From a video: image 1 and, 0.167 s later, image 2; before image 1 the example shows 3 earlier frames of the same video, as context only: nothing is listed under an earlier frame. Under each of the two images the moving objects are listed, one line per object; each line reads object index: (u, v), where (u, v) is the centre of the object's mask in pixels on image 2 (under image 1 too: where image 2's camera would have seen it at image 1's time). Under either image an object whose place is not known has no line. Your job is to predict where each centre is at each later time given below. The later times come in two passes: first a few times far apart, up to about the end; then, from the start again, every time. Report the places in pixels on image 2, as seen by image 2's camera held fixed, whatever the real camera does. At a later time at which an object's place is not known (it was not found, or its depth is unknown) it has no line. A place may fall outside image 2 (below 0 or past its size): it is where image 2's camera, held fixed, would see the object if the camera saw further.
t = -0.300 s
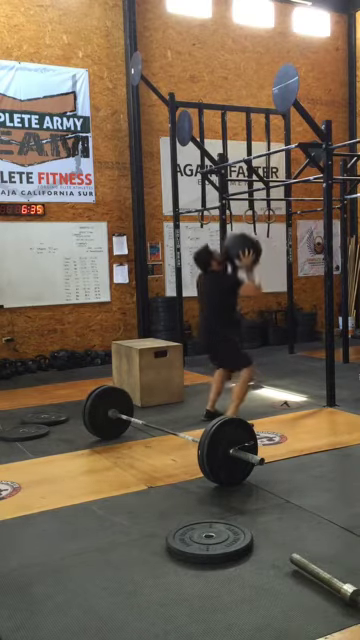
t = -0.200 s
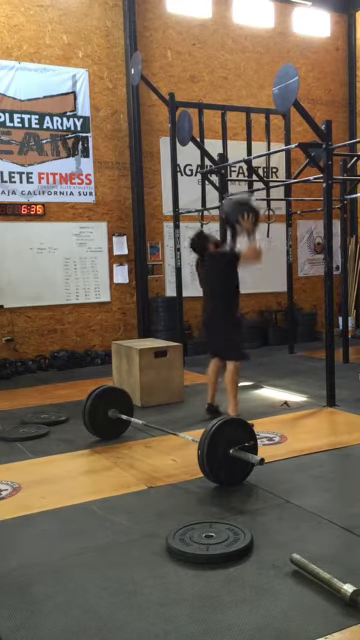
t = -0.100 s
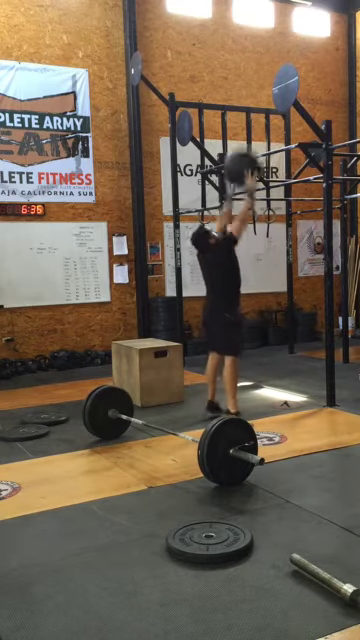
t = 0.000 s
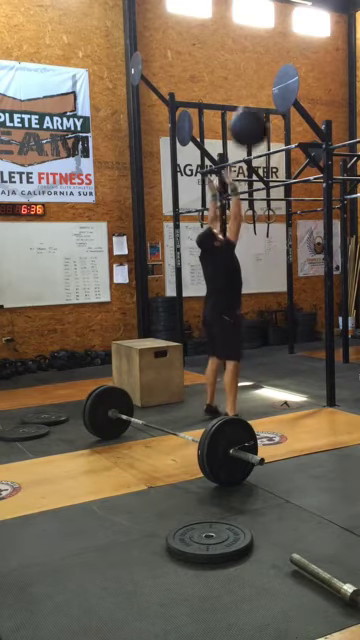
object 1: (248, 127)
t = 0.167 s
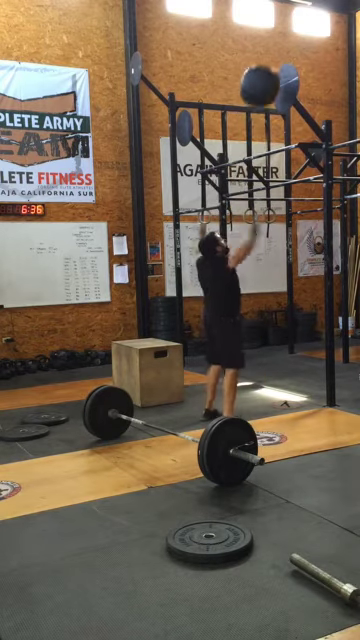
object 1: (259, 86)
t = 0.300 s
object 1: (267, 76)
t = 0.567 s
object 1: (256, 115)
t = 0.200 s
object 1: (261, 81)
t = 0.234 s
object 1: (265, 78)
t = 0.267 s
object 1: (266, 77)
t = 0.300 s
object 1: (267, 76)
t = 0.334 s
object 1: (266, 77)
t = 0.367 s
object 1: (264, 78)
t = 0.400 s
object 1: (262, 82)
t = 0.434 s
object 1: (261, 85)
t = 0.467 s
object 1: (260, 91)
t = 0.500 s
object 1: (258, 96)
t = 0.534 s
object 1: (257, 104)
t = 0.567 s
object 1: (256, 115)
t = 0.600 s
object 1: (255, 124)
